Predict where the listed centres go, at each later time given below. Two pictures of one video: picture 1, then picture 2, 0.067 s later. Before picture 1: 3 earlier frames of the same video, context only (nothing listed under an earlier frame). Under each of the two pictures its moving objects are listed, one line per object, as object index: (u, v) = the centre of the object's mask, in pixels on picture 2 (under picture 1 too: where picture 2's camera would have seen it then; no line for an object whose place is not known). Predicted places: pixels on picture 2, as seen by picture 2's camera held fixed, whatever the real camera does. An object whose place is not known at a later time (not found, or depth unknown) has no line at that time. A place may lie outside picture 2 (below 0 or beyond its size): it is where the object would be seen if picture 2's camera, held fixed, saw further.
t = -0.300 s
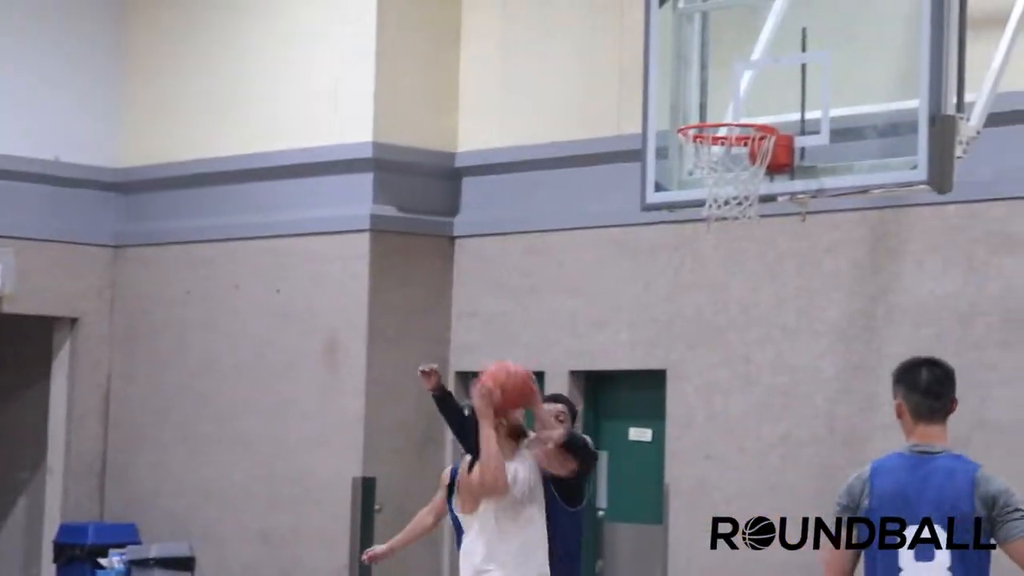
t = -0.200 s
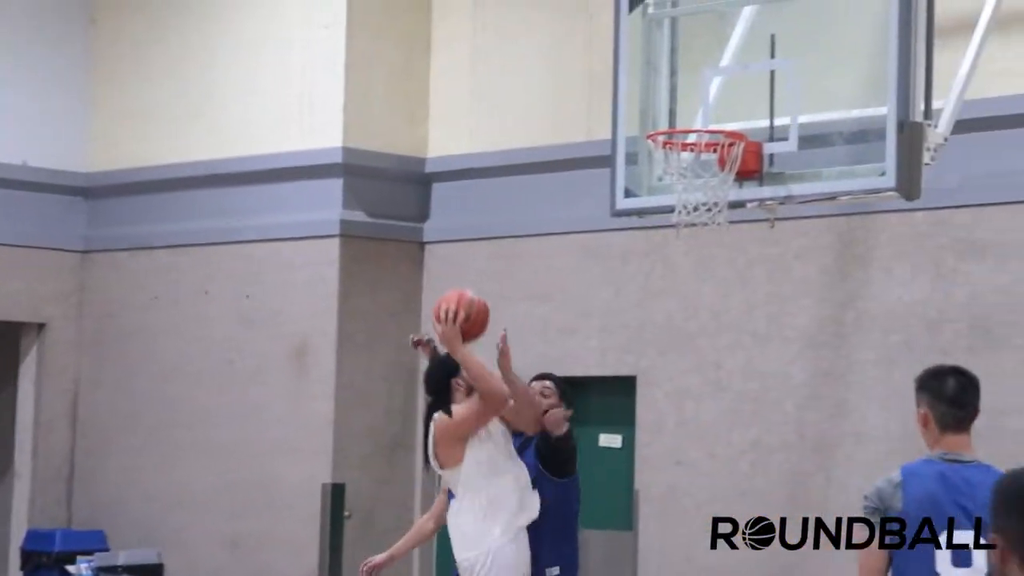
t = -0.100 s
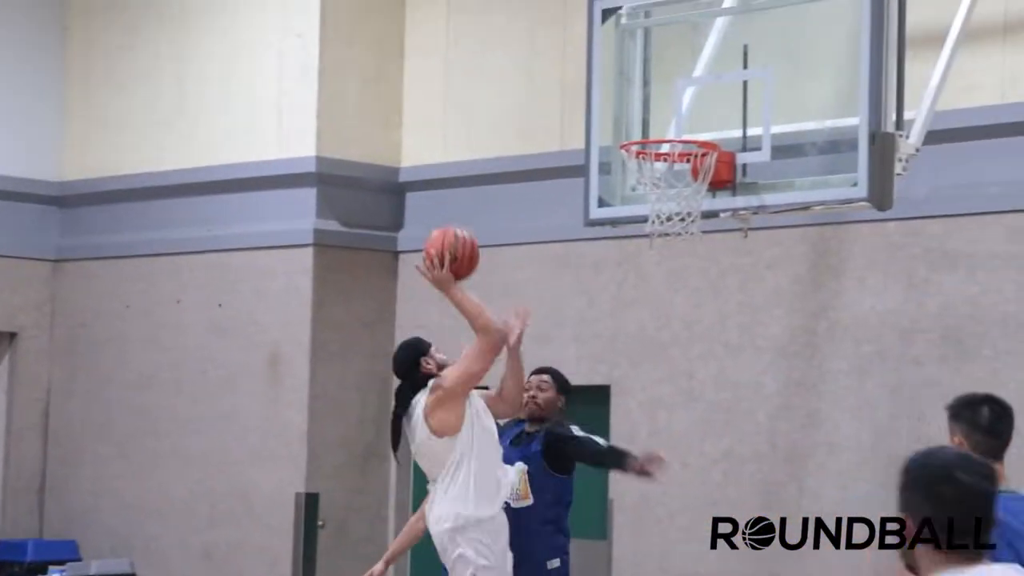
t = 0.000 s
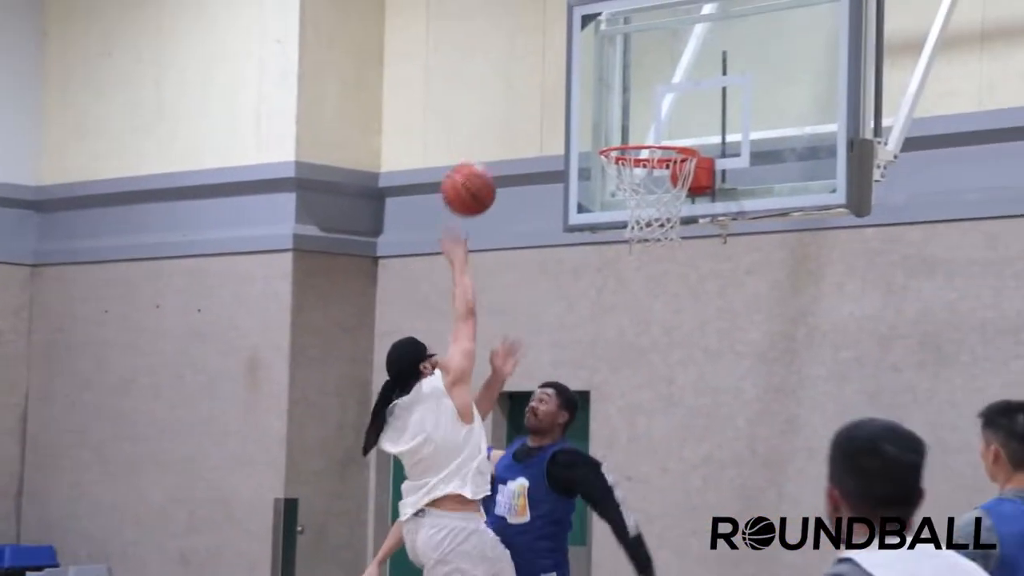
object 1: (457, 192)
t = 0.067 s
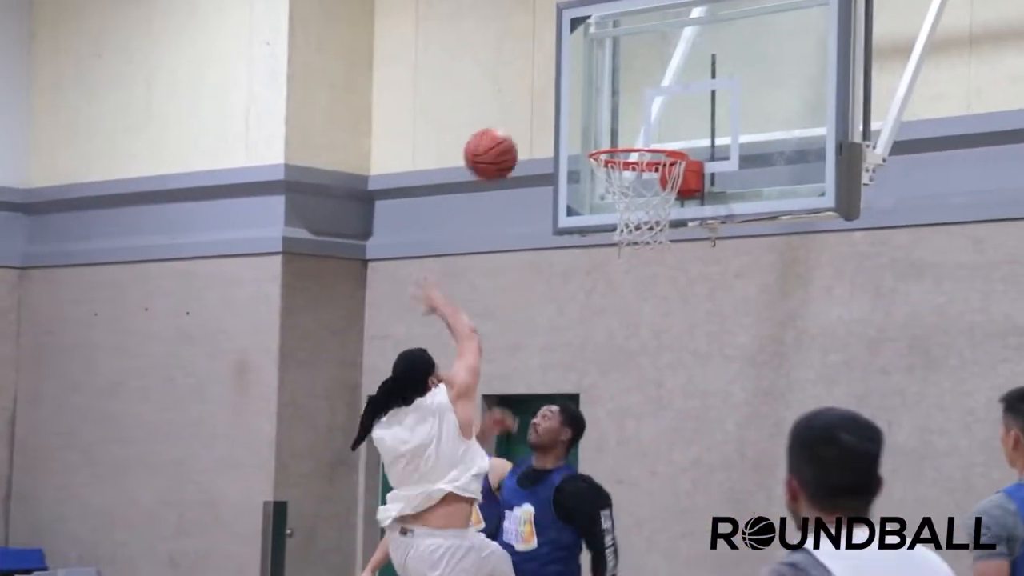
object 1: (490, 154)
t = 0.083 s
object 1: (498, 146)
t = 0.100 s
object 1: (507, 139)
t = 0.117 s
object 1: (514, 133)
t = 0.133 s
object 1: (522, 126)
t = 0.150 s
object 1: (529, 121)
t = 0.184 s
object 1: (546, 112)
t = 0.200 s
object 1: (553, 109)
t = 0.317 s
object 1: (602, 102)
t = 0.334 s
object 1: (609, 103)
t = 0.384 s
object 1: (629, 111)
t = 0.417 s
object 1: (642, 118)
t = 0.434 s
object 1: (648, 122)
